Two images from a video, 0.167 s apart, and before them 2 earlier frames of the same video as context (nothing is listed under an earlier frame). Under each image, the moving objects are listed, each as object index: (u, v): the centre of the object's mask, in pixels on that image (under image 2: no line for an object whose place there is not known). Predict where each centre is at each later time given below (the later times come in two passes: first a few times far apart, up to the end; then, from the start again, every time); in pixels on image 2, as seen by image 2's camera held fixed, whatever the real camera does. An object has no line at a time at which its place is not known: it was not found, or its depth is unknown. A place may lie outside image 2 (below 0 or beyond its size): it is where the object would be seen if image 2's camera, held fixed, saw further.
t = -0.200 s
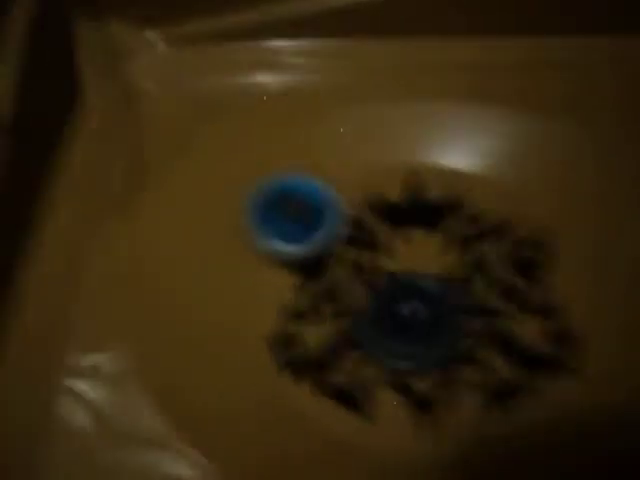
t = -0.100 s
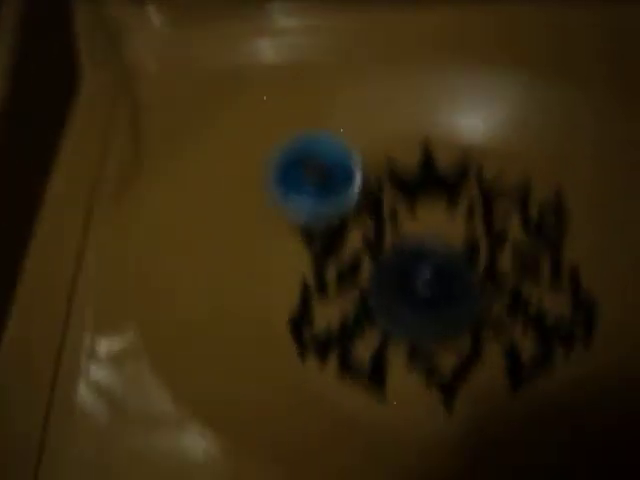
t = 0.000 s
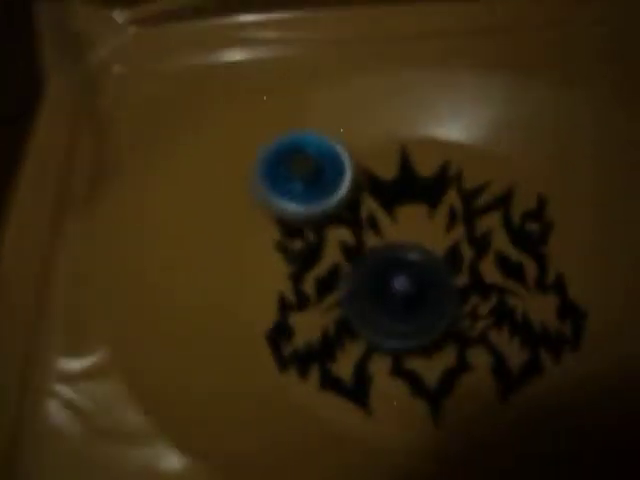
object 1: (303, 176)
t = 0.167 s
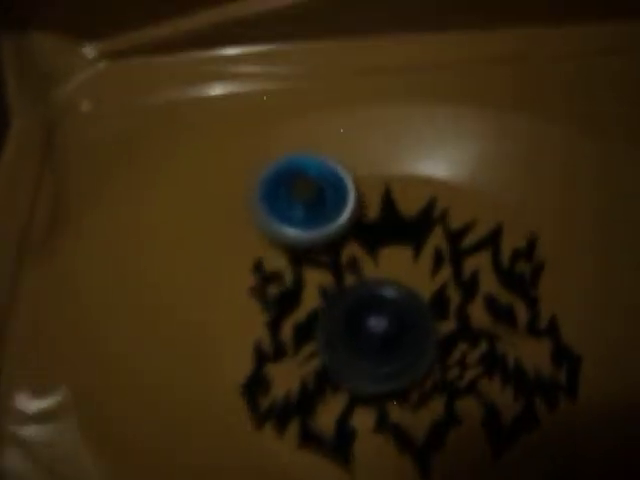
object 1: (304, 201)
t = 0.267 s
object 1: (319, 193)
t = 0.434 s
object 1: (347, 183)
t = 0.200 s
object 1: (310, 198)
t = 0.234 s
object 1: (315, 195)
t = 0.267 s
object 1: (319, 193)
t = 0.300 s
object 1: (324, 191)
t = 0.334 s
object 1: (330, 189)
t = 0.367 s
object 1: (335, 187)
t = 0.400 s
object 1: (341, 185)
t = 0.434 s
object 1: (347, 183)
